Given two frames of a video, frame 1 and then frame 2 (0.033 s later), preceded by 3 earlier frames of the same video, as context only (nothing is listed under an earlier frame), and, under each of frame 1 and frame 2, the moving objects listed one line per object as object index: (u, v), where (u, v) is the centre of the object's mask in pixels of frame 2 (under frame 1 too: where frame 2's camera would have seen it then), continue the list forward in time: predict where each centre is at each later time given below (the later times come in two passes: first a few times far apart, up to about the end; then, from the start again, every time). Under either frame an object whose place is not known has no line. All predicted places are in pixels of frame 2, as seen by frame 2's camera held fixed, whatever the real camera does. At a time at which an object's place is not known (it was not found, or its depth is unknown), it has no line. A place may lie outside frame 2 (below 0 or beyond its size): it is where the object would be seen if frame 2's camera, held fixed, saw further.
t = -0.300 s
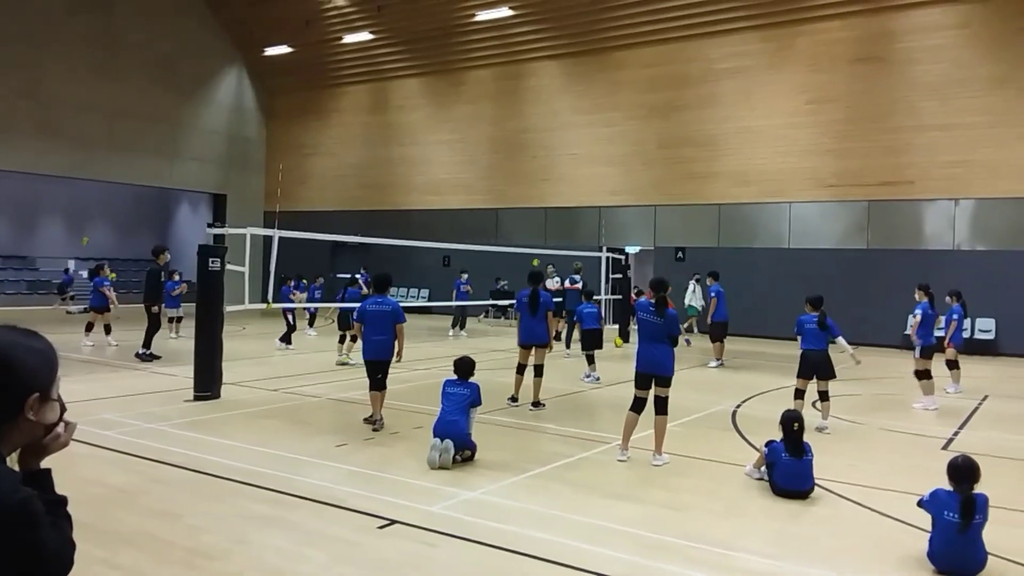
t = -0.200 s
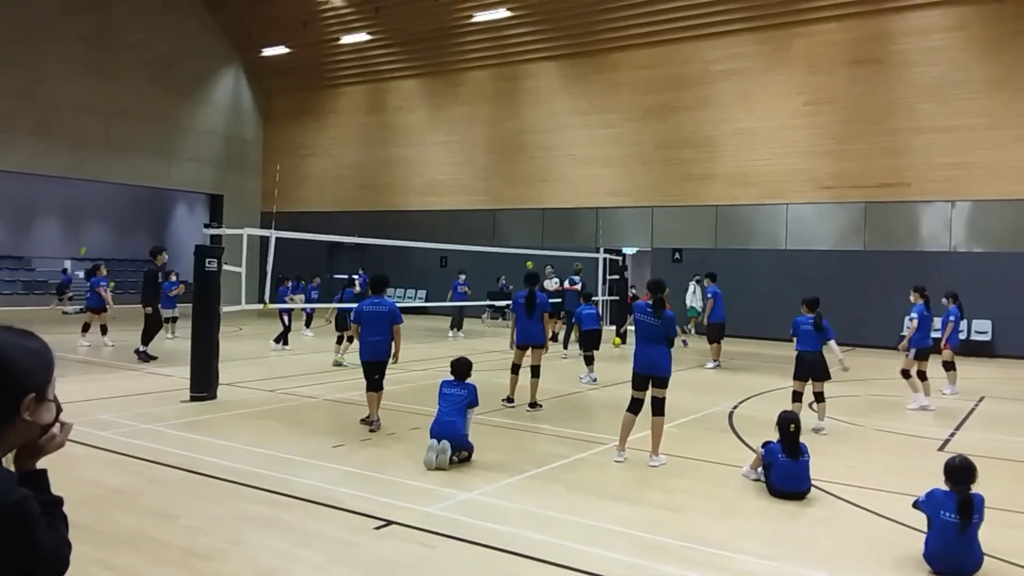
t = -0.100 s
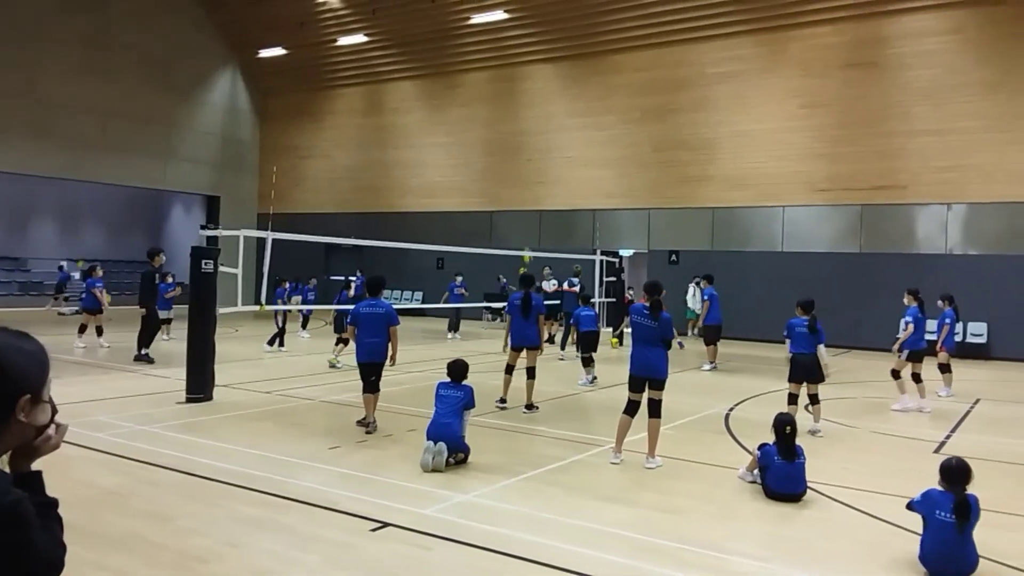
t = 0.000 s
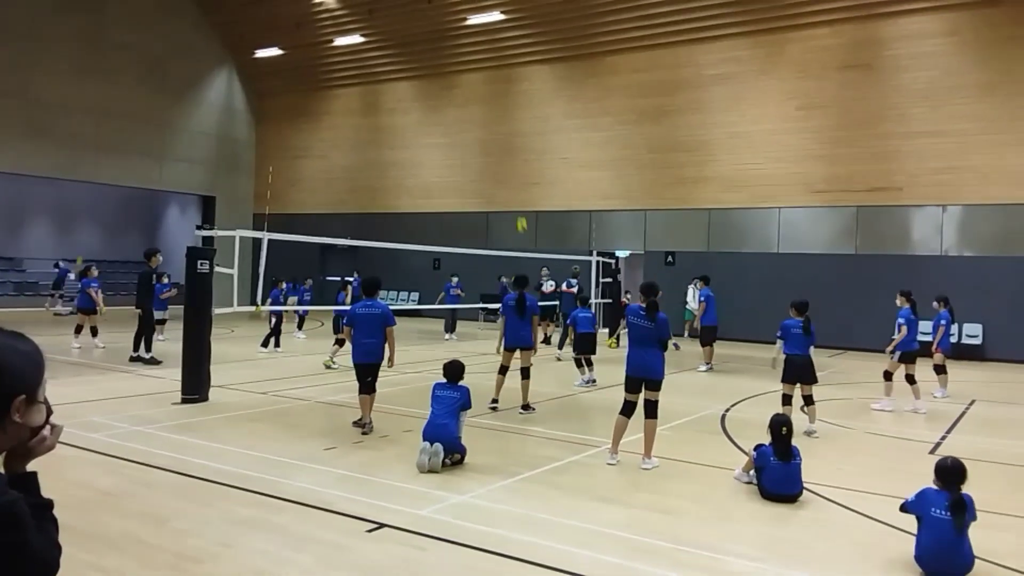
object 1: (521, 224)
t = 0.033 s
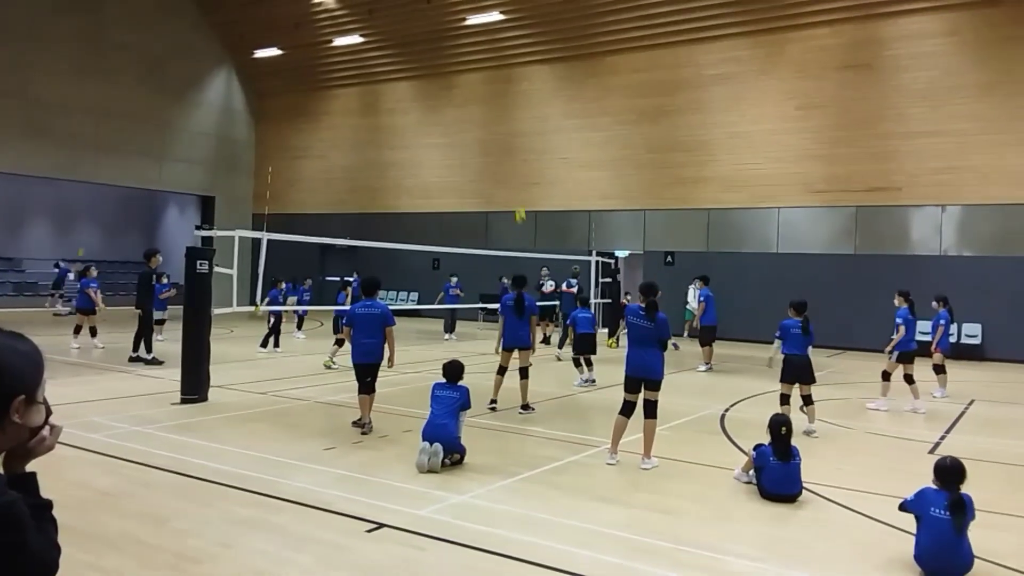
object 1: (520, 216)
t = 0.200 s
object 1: (516, 170)
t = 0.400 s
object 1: (510, 133)
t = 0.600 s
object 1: (504, 113)
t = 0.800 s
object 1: (495, 113)
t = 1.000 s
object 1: (485, 137)
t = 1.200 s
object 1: (472, 191)
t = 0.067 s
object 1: (520, 205)
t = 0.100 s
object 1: (519, 194)
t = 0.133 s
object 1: (518, 186)
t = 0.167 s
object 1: (517, 177)
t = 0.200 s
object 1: (516, 170)
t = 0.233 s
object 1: (514, 163)
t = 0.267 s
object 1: (514, 156)
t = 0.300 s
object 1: (513, 149)
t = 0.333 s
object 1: (512, 144)
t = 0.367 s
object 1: (511, 138)
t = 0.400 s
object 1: (510, 133)
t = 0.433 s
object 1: (509, 129)
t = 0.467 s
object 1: (508, 125)
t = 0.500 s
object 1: (507, 121)
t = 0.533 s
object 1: (506, 118)
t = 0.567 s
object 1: (505, 115)
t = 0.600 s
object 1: (504, 113)
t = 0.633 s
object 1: (503, 111)
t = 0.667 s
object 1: (501, 111)
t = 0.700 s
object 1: (500, 110)
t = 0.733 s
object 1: (498, 110)
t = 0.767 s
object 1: (497, 111)
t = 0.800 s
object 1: (495, 113)
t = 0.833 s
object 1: (494, 115)
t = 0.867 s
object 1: (492, 118)
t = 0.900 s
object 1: (491, 122)
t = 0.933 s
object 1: (489, 126)
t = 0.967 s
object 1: (487, 131)
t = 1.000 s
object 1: (485, 137)
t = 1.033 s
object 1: (483, 144)
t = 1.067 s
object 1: (481, 153)
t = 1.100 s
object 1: (479, 160)
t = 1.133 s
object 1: (477, 169)
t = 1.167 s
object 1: (475, 181)
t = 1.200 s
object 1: (472, 191)
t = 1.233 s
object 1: (470, 205)
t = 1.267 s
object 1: (467, 218)
